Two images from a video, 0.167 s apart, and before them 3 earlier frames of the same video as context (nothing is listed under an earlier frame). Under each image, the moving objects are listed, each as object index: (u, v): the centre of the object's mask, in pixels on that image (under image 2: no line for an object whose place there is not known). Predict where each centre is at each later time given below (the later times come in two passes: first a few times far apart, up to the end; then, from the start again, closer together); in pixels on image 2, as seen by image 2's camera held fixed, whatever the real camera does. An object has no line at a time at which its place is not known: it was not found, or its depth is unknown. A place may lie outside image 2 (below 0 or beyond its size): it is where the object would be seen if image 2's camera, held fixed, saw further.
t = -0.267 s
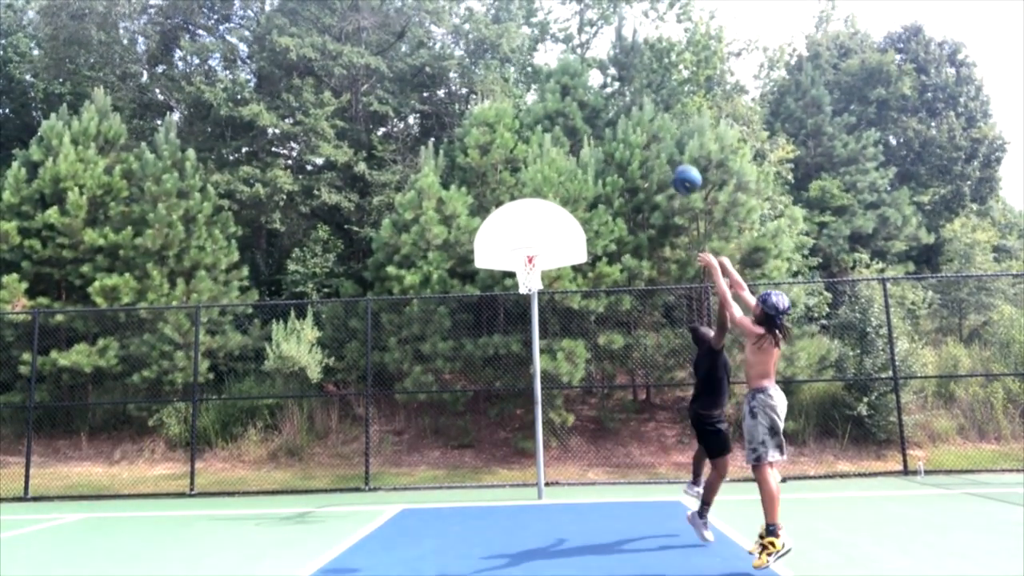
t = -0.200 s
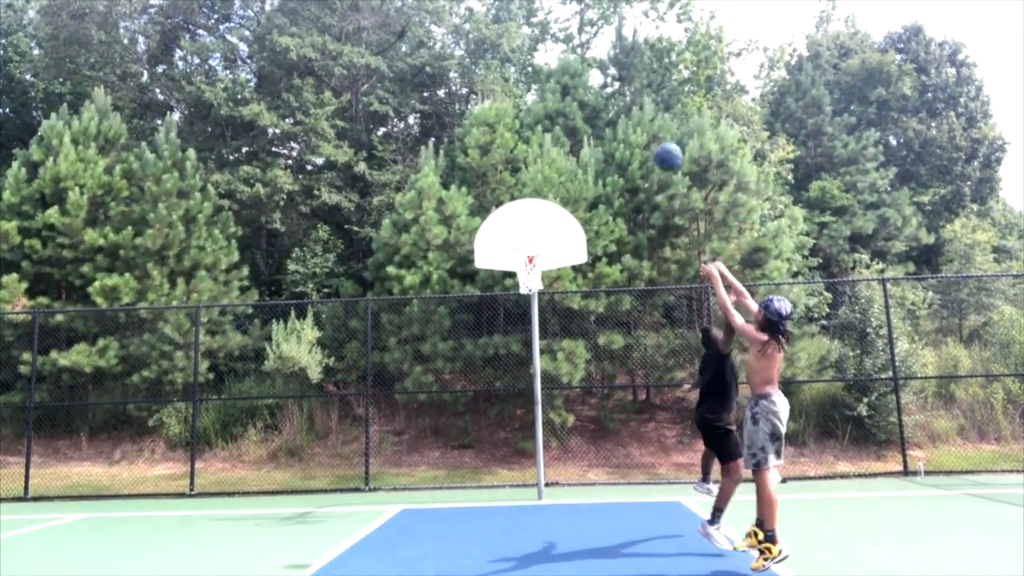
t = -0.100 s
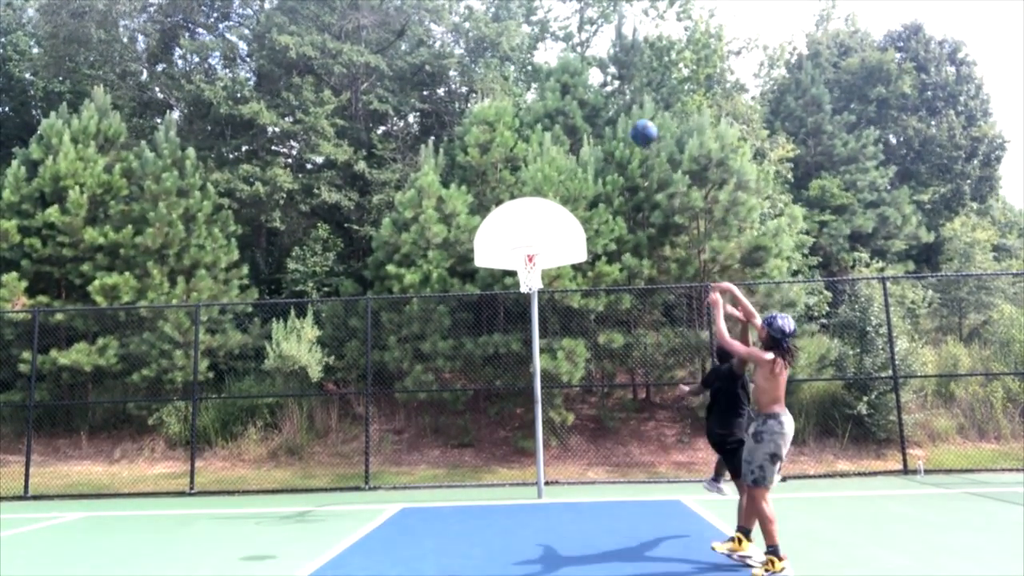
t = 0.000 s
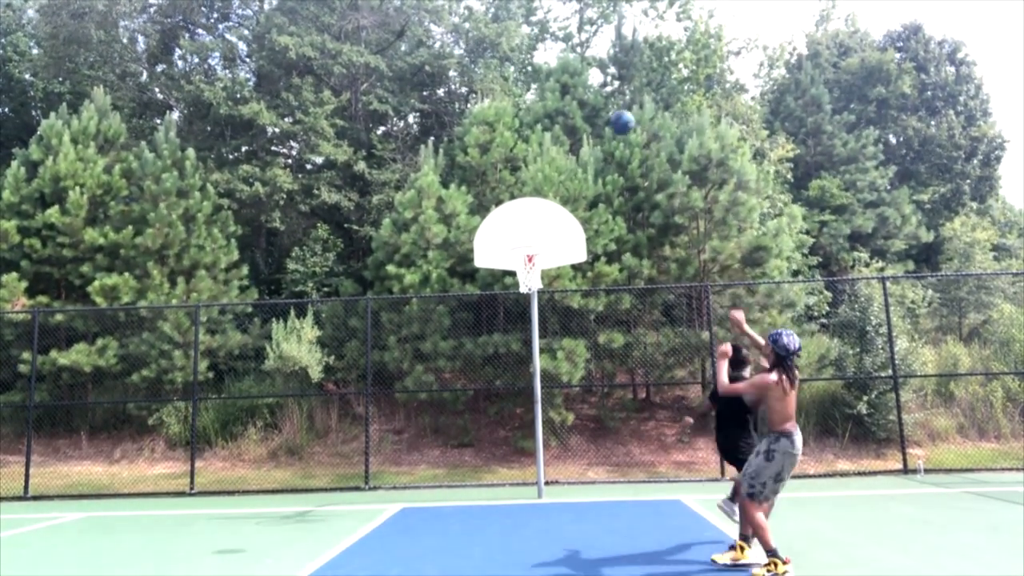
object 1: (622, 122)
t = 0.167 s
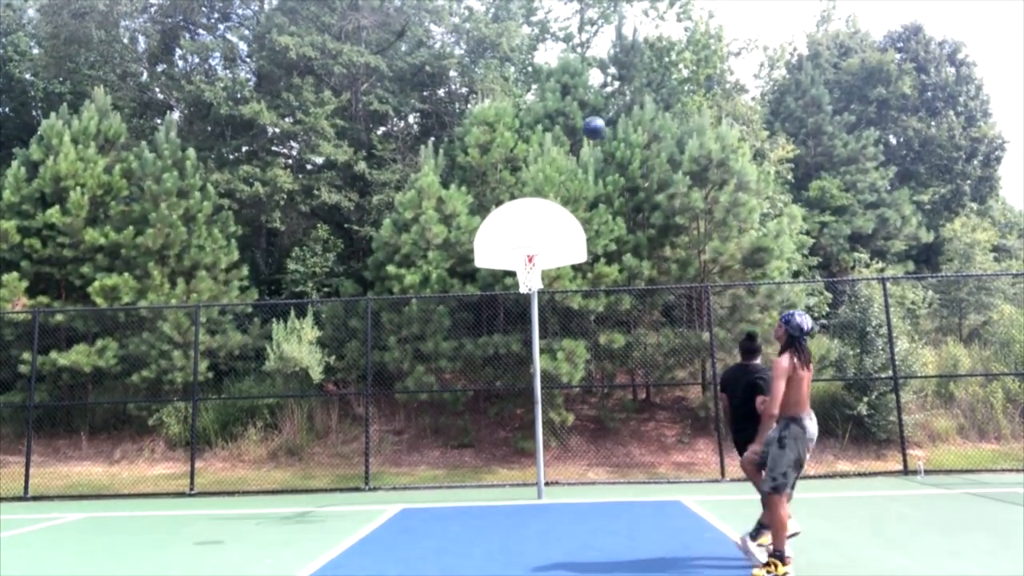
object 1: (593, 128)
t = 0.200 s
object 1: (589, 131)
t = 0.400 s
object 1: (562, 172)
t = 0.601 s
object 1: (541, 237)
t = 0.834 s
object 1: (479, 241)
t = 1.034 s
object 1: (419, 269)
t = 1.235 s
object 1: (357, 331)
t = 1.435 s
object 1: (291, 433)
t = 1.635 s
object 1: (223, 499)
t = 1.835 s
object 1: (165, 409)
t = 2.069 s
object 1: (97, 358)
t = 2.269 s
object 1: (36, 359)
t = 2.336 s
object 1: (15, 367)
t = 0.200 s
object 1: (589, 131)
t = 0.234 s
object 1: (584, 136)
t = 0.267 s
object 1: (578, 143)
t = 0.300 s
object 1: (574, 149)
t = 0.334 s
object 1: (570, 156)
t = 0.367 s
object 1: (566, 163)
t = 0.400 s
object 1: (562, 172)
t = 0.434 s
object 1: (559, 181)
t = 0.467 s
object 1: (555, 191)
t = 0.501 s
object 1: (552, 200)
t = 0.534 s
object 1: (547, 212)
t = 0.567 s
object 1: (544, 224)
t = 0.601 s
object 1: (541, 237)
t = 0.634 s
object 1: (538, 247)
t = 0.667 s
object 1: (528, 244)
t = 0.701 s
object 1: (518, 242)
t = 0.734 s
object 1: (508, 241)
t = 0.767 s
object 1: (499, 241)
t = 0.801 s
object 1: (489, 241)
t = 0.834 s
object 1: (479, 241)
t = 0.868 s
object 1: (469, 243)
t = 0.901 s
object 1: (459, 247)
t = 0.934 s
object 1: (450, 250)
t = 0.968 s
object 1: (440, 256)
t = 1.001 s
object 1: (430, 262)
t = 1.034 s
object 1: (419, 269)
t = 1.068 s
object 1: (409, 276)
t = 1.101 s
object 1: (399, 286)
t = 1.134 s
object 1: (389, 295)
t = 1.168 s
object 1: (378, 306)
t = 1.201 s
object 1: (368, 317)
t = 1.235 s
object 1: (357, 331)
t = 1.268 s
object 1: (346, 344)
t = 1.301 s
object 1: (335, 359)
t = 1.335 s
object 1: (325, 377)
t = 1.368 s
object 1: (314, 394)
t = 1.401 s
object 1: (301, 413)
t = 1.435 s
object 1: (291, 433)
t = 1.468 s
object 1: (279, 454)
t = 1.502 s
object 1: (266, 476)
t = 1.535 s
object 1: (255, 500)
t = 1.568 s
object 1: (243, 525)
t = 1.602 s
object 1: (233, 519)
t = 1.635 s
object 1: (223, 499)
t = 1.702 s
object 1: (204, 464)
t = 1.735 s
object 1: (194, 448)
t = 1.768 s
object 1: (184, 435)
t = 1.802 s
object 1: (174, 422)
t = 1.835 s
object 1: (165, 409)
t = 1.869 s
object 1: (155, 398)
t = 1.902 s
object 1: (146, 389)
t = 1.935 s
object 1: (136, 380)
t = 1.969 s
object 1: (126, 373)
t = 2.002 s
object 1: (116, 368)
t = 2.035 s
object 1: (107, 362)
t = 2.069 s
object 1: (97, 358)
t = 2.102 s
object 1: (87, 357)
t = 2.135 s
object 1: (77, 354)
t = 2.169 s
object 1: (67, 354)
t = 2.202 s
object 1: (57, 354)
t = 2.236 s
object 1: (47, 355)
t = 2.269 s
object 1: (36, 359)
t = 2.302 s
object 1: (25, 362)
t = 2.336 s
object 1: (15, 367)
